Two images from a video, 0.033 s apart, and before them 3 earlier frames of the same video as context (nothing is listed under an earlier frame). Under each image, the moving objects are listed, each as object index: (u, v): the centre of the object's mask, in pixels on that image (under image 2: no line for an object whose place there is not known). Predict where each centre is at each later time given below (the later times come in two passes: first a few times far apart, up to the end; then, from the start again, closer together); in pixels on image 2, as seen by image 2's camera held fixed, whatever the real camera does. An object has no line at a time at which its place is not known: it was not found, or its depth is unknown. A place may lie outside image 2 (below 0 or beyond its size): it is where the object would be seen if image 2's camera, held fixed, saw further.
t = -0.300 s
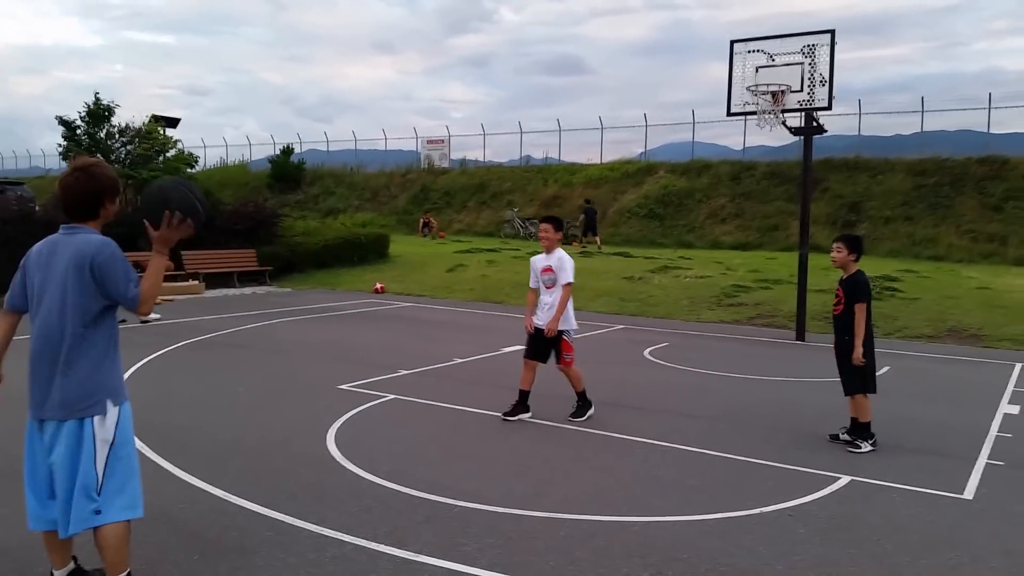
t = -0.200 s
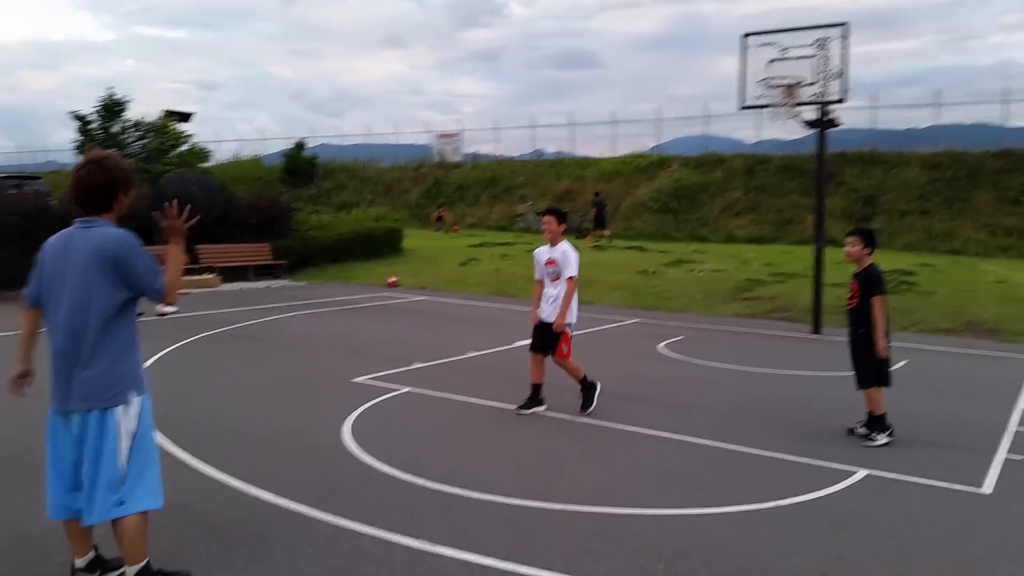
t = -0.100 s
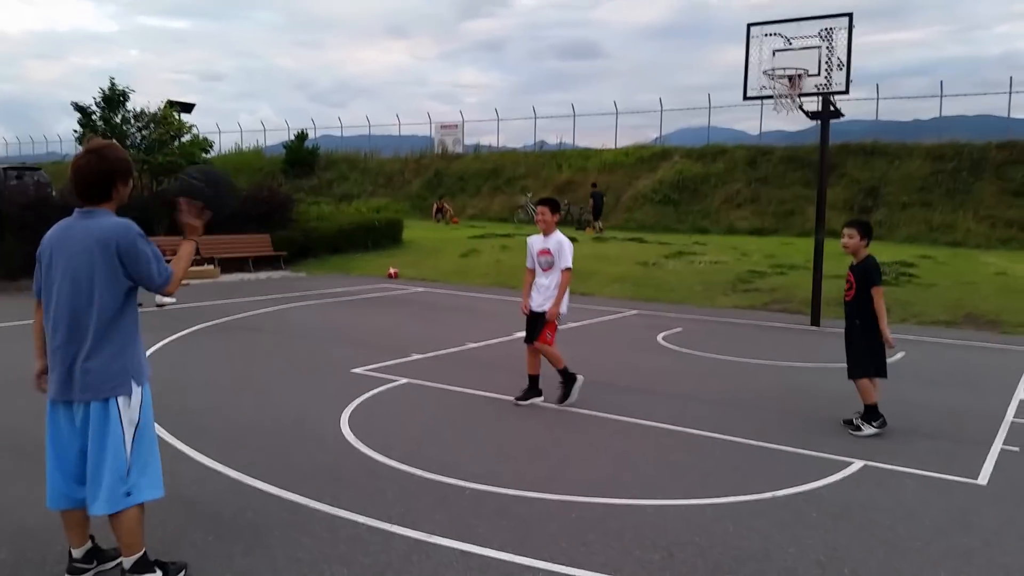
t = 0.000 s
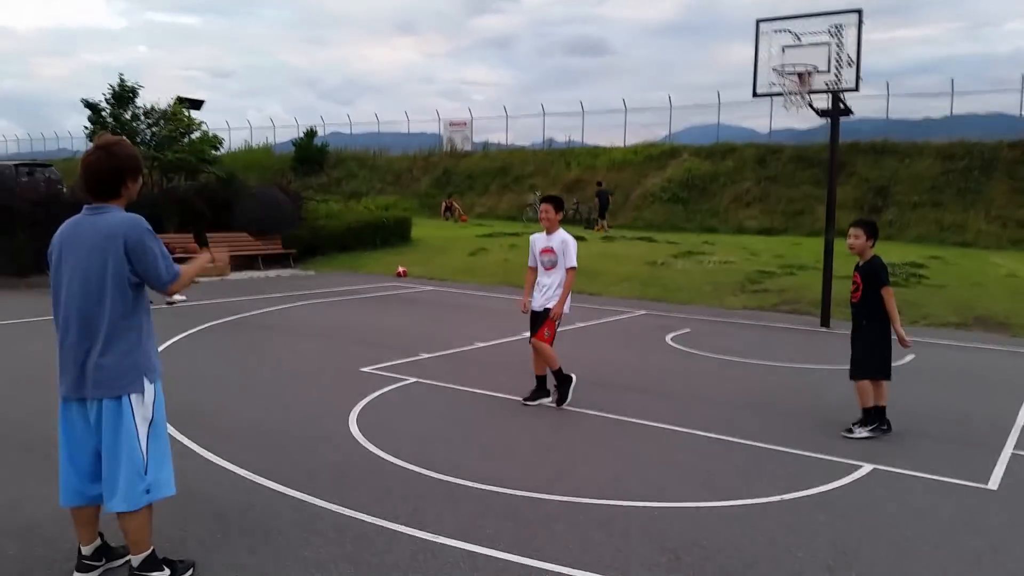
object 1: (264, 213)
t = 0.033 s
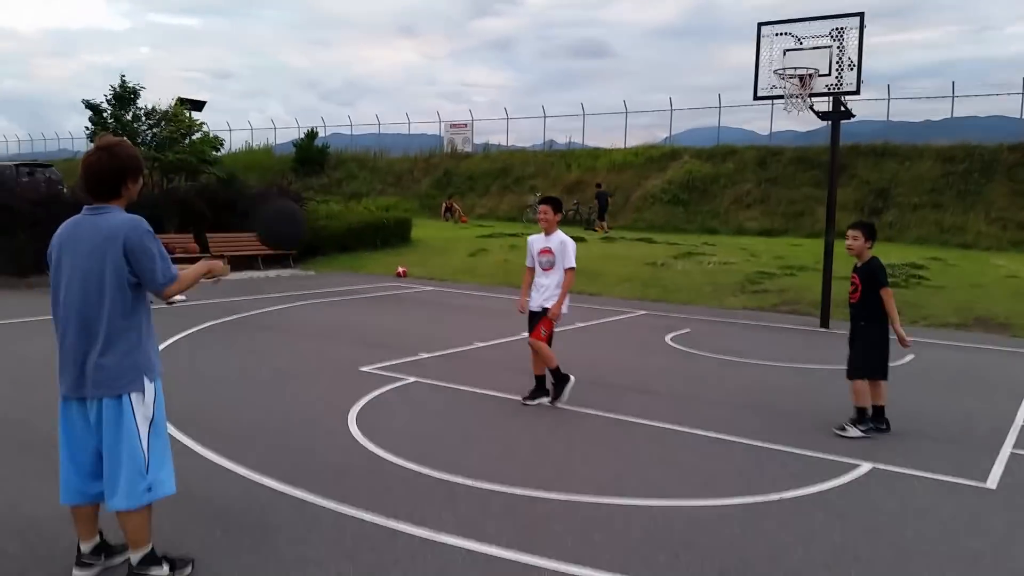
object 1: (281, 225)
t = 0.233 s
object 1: (360, 327)
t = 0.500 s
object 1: (418, 359)
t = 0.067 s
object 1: (297, 238)
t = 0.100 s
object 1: (313, 252)
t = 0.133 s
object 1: (324, 267)
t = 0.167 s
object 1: (338, 288)
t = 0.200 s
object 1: (350, 306)
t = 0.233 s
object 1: (360, 327)
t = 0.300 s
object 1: (381, 367)
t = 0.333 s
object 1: (392, 395)
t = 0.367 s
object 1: (401, 417)
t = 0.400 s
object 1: (408, 431)
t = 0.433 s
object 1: (412, 406)
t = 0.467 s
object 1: (415, 381)
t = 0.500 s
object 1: (418, 359)
